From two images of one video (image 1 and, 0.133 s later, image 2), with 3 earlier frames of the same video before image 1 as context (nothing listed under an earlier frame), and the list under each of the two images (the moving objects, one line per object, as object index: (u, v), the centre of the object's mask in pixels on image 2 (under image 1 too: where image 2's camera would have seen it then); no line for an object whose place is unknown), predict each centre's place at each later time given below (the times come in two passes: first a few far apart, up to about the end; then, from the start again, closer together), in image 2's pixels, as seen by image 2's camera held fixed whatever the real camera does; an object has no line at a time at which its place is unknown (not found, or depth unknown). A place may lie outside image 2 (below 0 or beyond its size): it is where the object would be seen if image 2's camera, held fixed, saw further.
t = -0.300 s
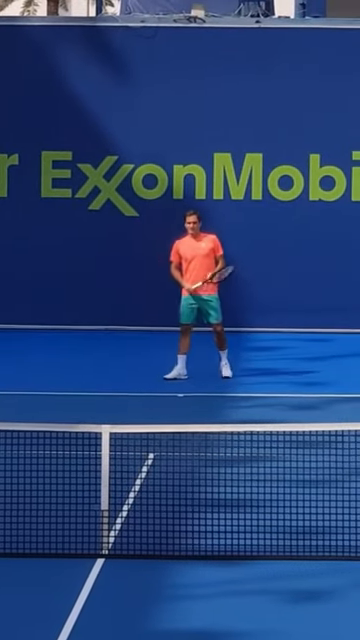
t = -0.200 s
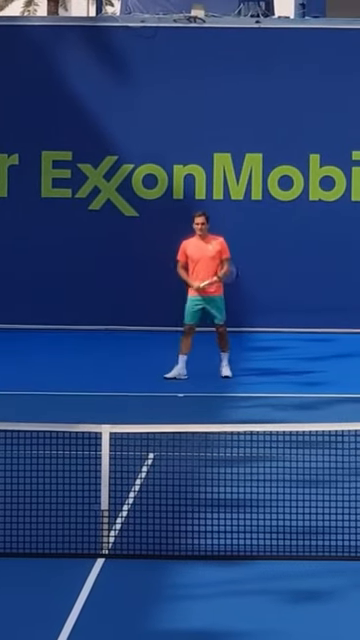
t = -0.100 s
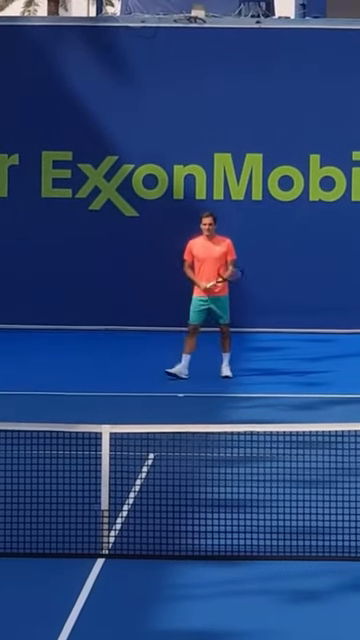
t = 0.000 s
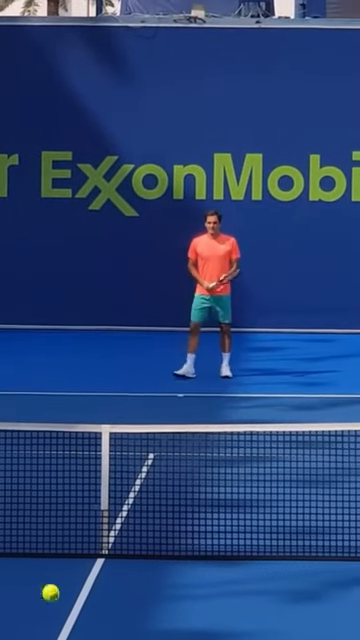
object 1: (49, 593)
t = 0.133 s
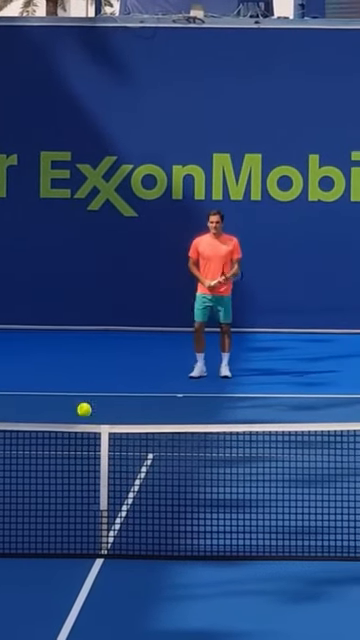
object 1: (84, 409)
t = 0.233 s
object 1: (103, 337)
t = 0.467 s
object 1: (141, 287)
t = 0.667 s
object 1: (169, 319)
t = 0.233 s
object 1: (103, 337)
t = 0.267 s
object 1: (109, 321)
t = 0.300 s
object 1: (115, 309)
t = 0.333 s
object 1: (121, 300)
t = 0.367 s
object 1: (126, 293)
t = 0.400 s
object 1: (131, 289)
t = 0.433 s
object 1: (136, 287)
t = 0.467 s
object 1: (141, 287)
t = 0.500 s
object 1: (146, 289)
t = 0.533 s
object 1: (151, 293)
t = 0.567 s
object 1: (156, 297)
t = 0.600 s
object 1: (160, 303)
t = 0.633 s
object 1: (165, 310)
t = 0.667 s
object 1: (169, 319)
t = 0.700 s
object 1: (174, 328)
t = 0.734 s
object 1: (177, 338)
